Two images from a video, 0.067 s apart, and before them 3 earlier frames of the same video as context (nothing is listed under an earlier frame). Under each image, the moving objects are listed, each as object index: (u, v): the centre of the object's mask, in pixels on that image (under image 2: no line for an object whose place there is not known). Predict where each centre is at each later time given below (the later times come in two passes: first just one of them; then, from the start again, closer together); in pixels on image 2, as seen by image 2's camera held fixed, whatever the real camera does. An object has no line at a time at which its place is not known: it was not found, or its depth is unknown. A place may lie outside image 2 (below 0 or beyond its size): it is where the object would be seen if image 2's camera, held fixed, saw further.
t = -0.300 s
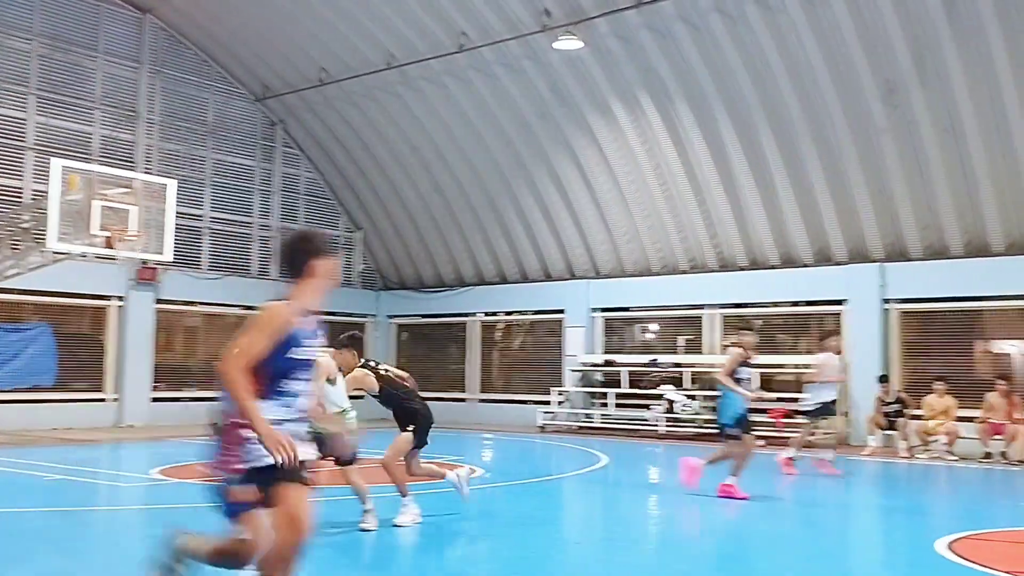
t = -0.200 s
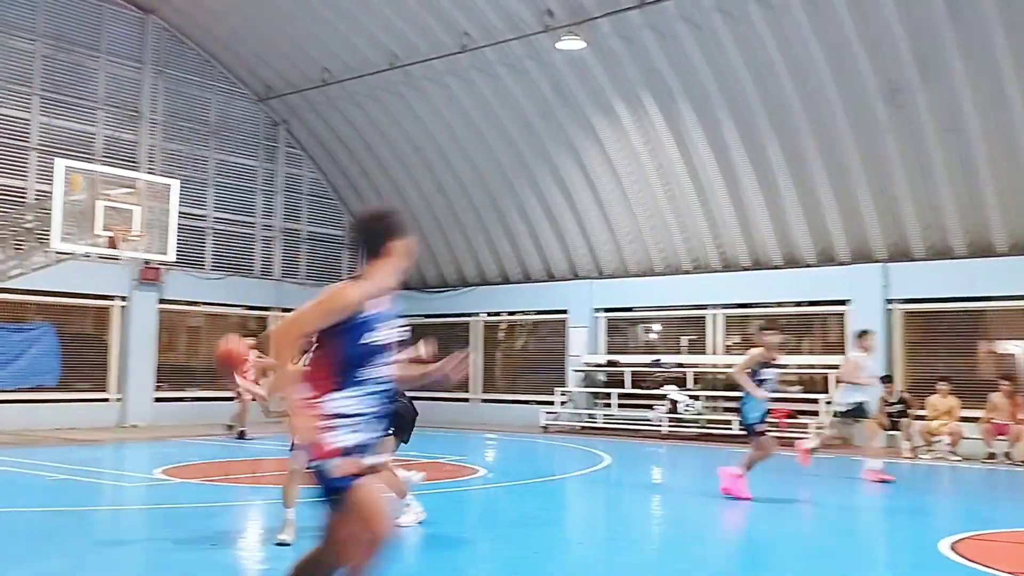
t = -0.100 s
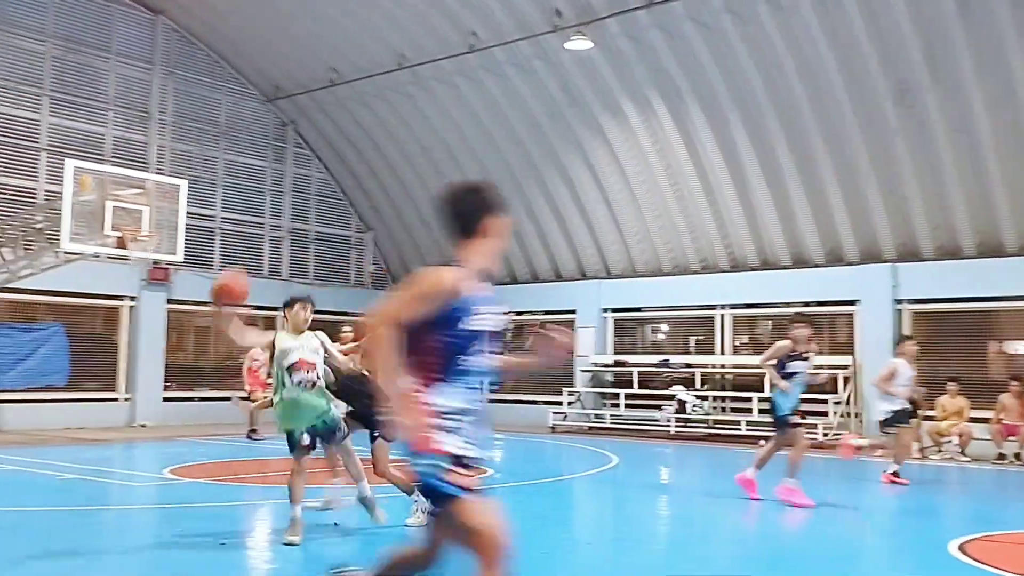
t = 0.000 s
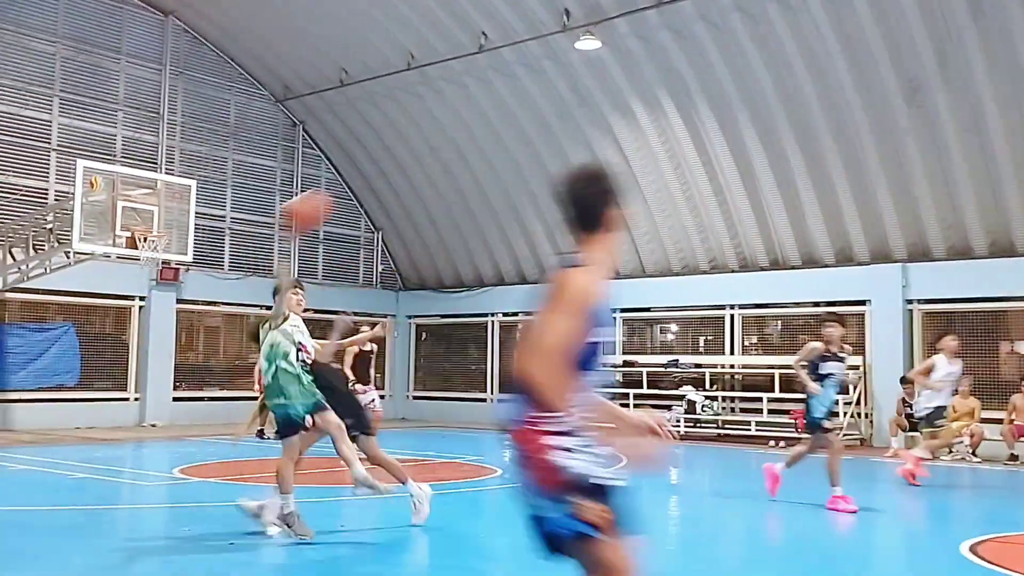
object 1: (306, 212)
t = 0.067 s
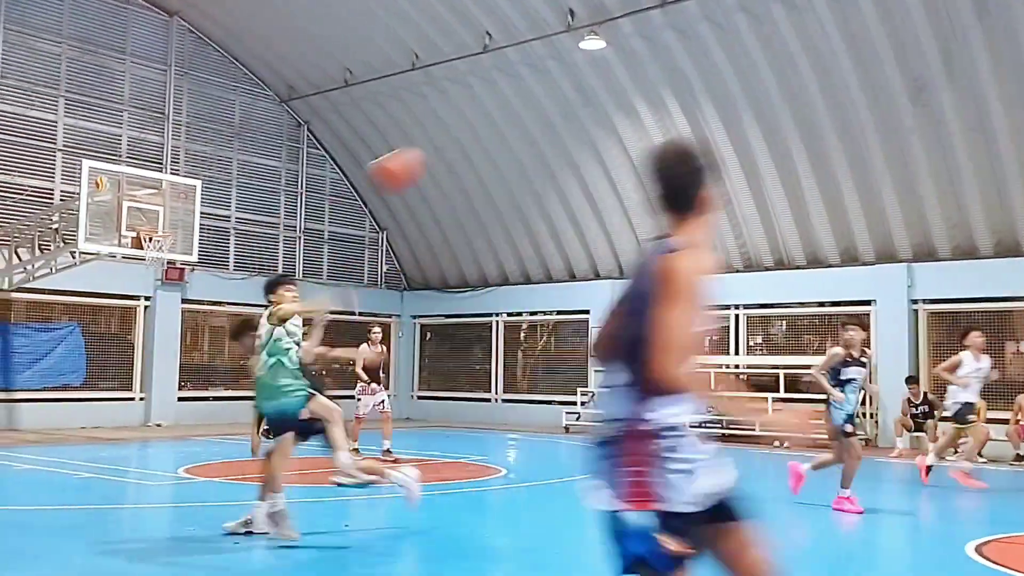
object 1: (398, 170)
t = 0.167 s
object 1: (542, 111)
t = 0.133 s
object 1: (490, 129)
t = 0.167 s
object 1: (542, 111)
